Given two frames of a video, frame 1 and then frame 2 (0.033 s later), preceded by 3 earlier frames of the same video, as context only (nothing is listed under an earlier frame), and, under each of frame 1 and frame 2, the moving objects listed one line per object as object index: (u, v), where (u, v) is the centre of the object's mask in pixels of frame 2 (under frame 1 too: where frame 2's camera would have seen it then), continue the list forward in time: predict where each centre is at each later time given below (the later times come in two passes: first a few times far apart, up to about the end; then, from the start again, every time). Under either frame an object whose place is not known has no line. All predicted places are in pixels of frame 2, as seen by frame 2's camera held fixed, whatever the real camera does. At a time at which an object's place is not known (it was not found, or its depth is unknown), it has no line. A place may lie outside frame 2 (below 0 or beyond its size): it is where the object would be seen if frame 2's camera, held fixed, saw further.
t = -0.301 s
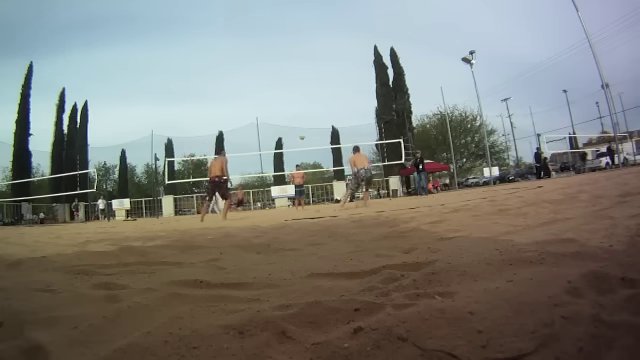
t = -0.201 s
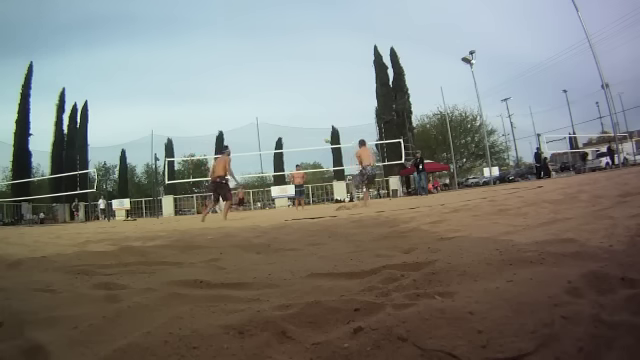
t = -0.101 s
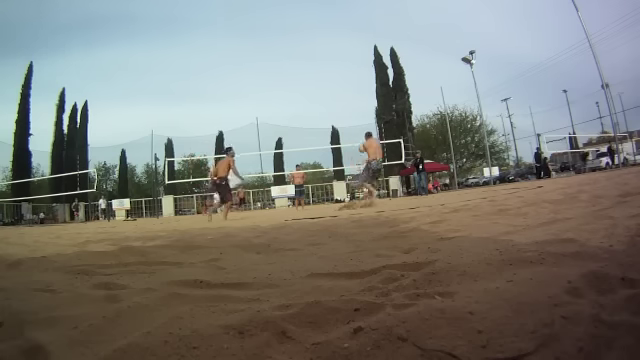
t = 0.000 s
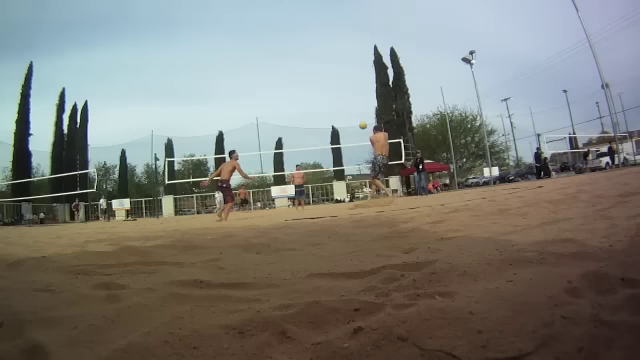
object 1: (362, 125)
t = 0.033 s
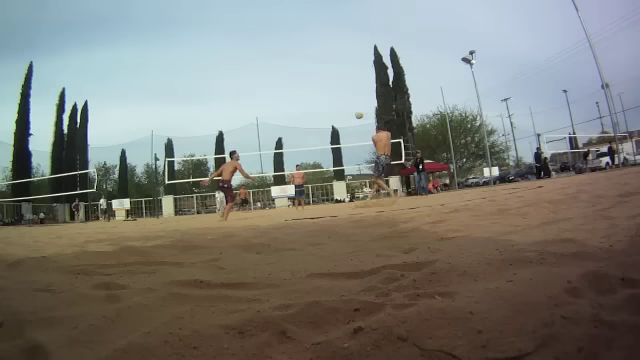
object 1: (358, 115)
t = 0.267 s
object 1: (335, 65)
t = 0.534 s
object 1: (317, 37)
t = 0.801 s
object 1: (305, 32)
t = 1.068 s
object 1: (296, 41)
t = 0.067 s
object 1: (355, 105)
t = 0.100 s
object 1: (351, 97)
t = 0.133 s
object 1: (347, 89)
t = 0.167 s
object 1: (344, 82)
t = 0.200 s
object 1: (341, 76)
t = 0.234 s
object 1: (338, 70)
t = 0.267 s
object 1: (335, 65)
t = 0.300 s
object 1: (333, 59)
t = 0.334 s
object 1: (330, 55)
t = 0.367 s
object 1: (328, 51)
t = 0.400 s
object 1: (325, 47)
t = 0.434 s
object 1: (323, 45)
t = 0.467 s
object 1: (321, 42)
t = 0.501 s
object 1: (319, 39)
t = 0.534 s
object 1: (317, 37)
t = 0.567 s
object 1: (315, 36)
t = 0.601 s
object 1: (314, 34)
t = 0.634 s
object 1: (312, 34)
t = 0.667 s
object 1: (311, 33)
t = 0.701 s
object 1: (309, 32)
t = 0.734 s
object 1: (308, 32)
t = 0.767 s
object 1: (306, 32)
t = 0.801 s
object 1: (305, 32)
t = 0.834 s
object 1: (304, 32)
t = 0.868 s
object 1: (303, 33)
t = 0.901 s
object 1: (302, 34)
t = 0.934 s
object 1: (300, 35)
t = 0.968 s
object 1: (299, 36)
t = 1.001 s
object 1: (298, 37)
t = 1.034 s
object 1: (297, 39)
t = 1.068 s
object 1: (296, 41)
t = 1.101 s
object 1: (295, 44)
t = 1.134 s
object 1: (294, 46)
